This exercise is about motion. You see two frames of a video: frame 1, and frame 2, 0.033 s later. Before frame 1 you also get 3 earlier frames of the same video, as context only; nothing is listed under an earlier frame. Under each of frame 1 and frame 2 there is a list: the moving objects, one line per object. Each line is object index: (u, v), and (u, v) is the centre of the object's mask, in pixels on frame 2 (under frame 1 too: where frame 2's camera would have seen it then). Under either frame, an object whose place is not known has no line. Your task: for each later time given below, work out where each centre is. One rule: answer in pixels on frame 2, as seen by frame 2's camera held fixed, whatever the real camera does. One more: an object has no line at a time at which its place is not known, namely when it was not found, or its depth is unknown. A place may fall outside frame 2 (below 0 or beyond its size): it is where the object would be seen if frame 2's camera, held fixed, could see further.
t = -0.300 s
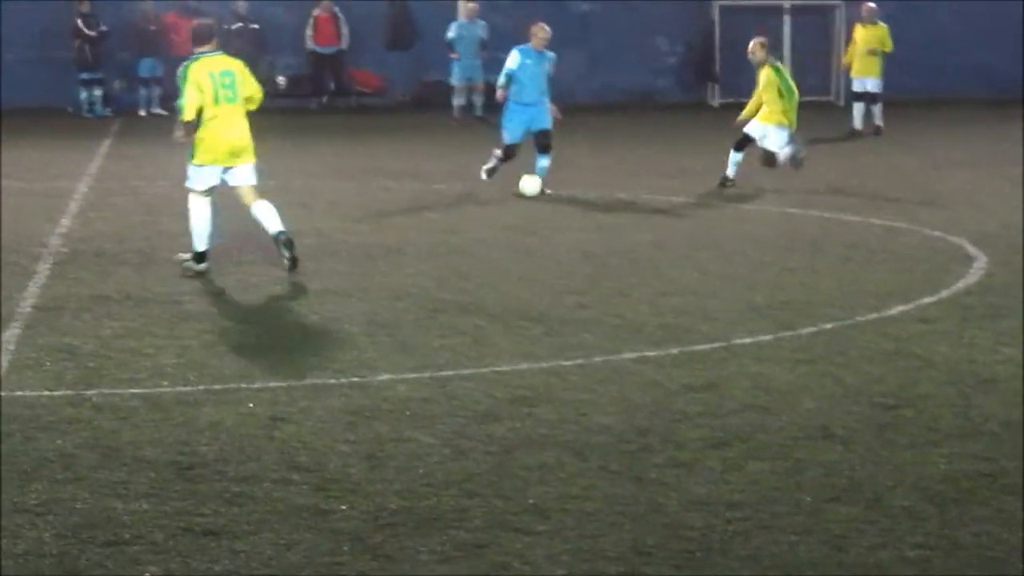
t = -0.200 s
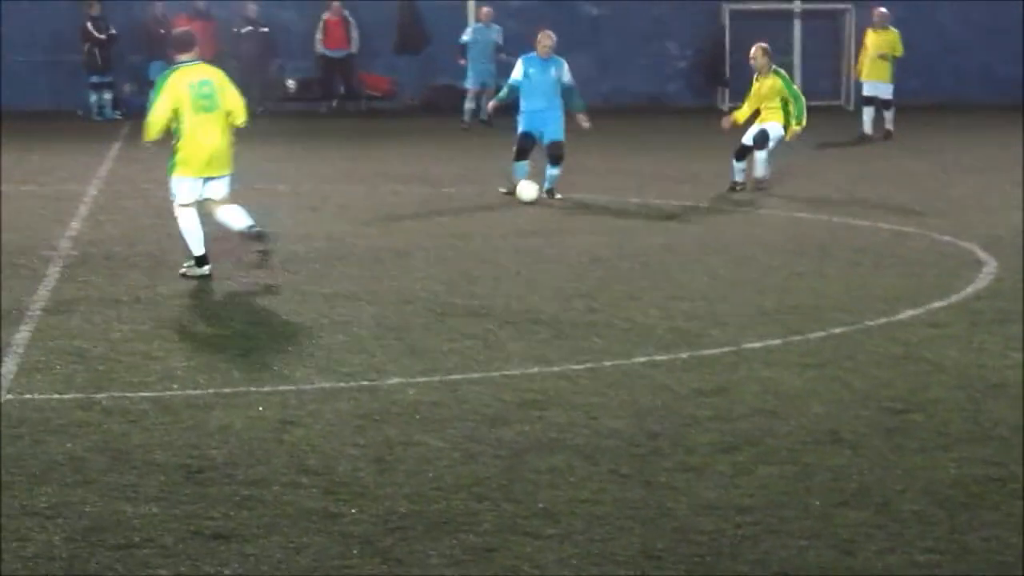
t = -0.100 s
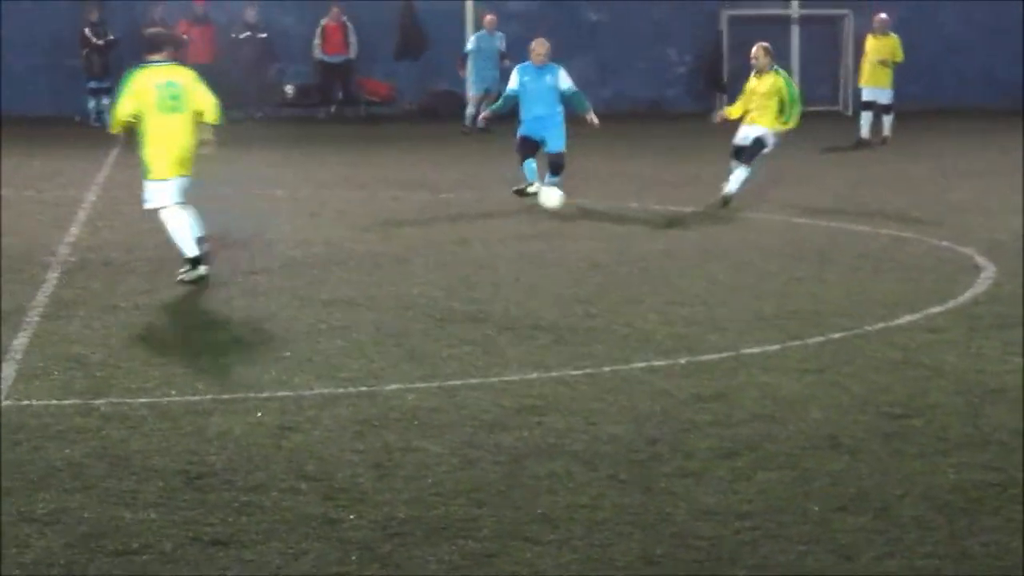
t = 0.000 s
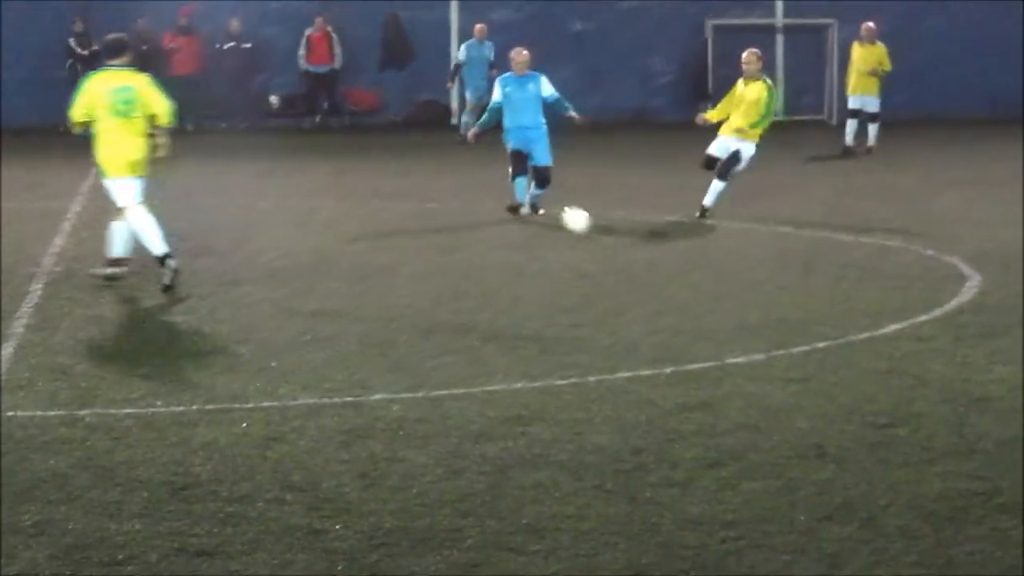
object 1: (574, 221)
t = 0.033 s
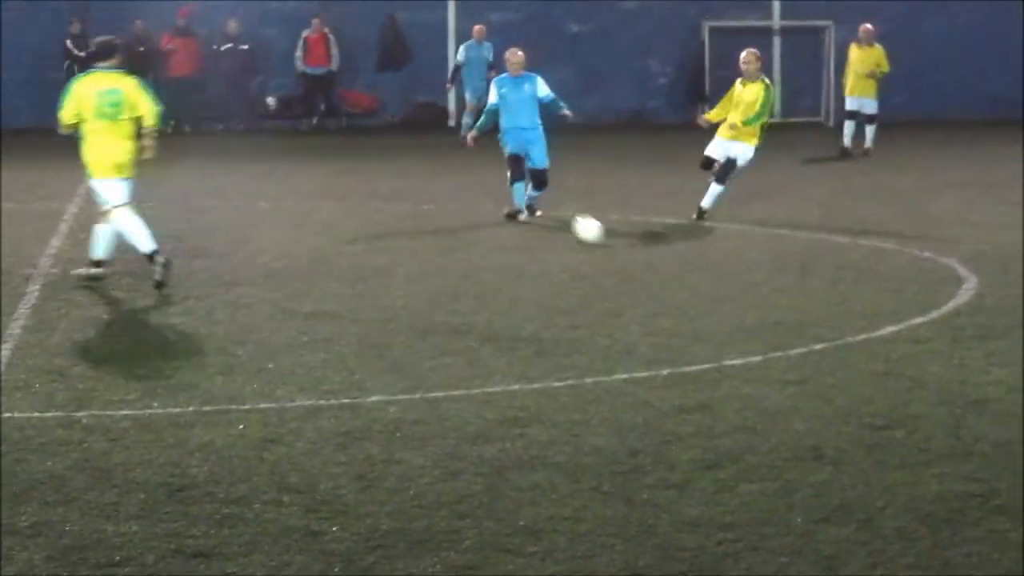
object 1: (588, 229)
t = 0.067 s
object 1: (600, 234)
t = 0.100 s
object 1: (612, 234)
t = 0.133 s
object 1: (625, 235)
